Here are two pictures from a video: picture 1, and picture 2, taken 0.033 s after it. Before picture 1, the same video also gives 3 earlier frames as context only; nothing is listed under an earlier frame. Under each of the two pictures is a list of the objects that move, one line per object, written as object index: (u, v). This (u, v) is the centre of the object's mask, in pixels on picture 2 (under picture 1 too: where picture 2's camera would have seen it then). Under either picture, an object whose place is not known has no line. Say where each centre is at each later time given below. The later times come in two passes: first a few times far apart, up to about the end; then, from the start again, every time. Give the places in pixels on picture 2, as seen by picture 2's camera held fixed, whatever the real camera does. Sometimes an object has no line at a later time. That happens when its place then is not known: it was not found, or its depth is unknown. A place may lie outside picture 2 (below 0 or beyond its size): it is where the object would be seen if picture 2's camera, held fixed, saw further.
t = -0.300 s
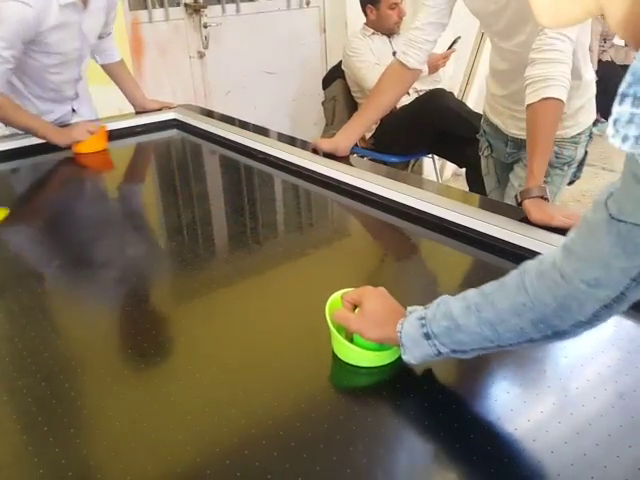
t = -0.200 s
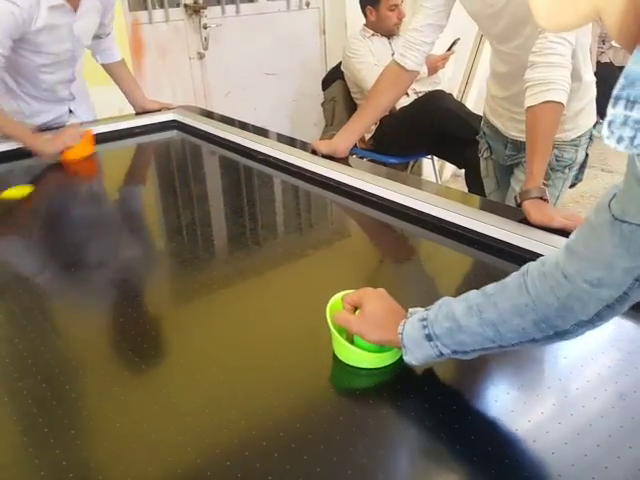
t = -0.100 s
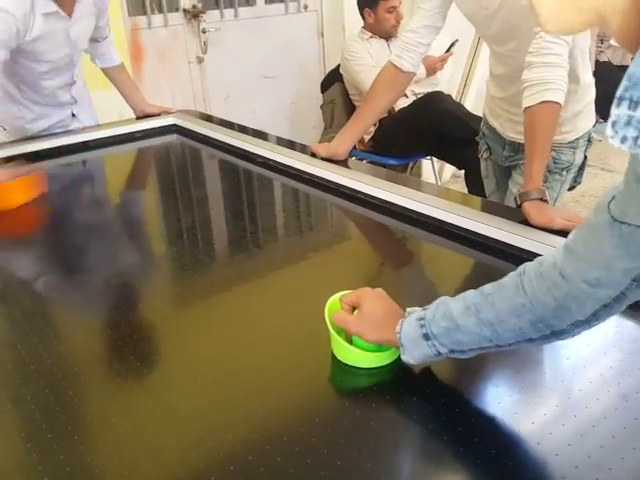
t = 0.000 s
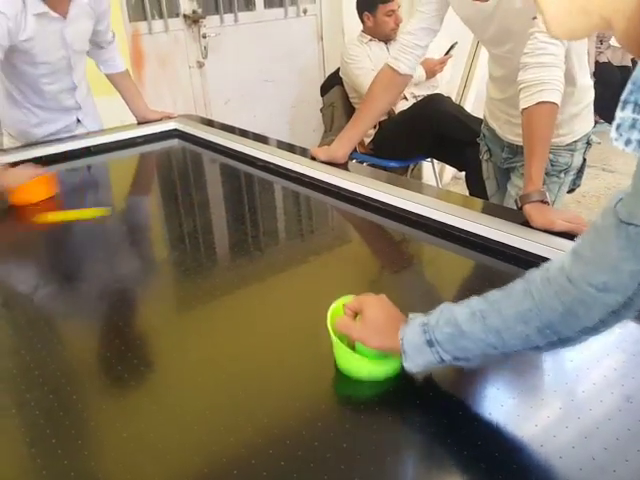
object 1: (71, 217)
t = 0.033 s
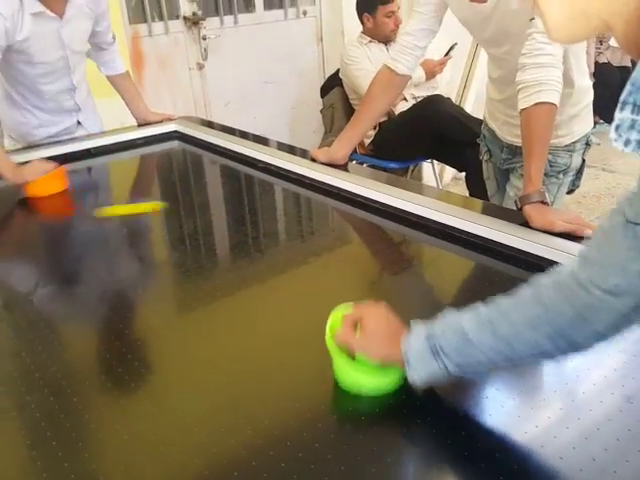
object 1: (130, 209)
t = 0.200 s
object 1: (271, 203)
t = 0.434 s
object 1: (82, 328)
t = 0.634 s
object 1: (108, 375)
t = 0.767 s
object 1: (262, 347)
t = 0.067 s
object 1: (184, 201)
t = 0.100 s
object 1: (235, 194)
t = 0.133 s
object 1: (282, 187)
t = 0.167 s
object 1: (289, 192)
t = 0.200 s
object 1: (271, 203)
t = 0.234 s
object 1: (252, 216)
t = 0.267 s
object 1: (232, 230)
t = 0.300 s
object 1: (209, 245)
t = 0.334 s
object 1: (183, 262)
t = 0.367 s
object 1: (154, 281)
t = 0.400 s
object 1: (120, 303)
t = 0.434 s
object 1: (82, 328)
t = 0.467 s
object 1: (47, 352)
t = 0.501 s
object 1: (26, 368)
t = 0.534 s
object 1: (21, 392)
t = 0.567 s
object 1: (39, 389)
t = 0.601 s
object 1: (68, 383)
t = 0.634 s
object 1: (108, 375)
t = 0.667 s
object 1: (149, 368)
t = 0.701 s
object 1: (187, 361)
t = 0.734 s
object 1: (225, 354)
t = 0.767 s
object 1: (262, 347)
